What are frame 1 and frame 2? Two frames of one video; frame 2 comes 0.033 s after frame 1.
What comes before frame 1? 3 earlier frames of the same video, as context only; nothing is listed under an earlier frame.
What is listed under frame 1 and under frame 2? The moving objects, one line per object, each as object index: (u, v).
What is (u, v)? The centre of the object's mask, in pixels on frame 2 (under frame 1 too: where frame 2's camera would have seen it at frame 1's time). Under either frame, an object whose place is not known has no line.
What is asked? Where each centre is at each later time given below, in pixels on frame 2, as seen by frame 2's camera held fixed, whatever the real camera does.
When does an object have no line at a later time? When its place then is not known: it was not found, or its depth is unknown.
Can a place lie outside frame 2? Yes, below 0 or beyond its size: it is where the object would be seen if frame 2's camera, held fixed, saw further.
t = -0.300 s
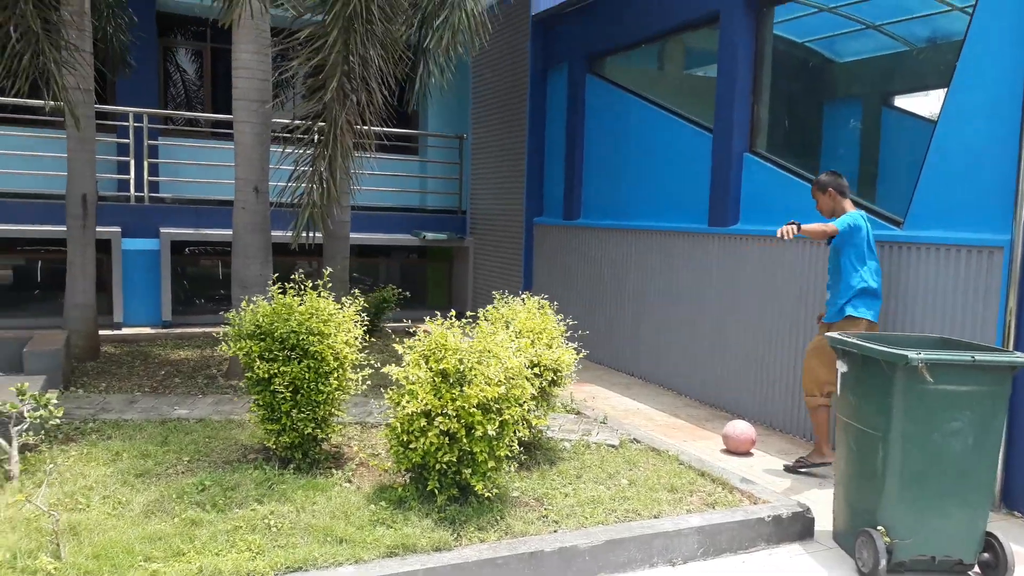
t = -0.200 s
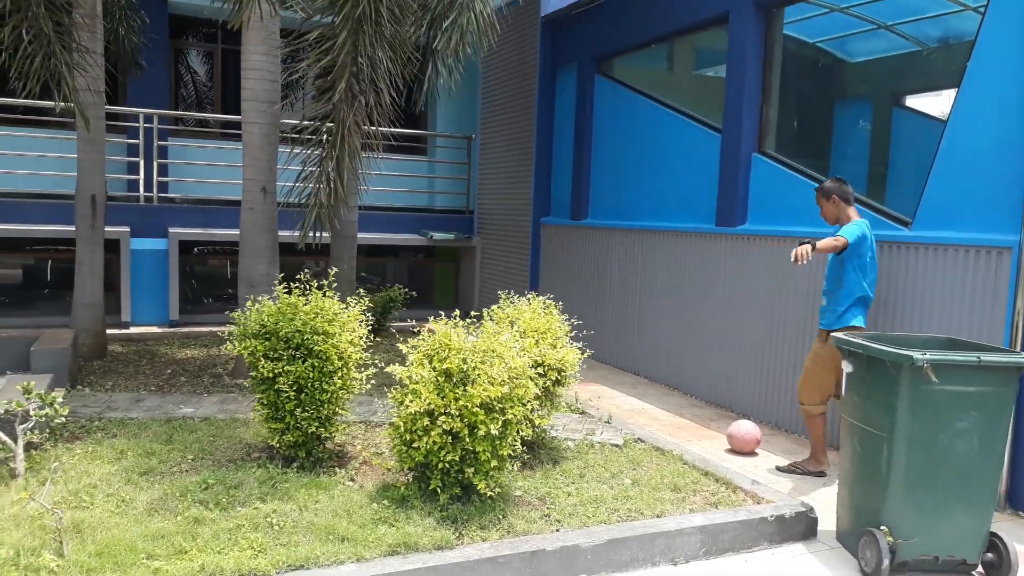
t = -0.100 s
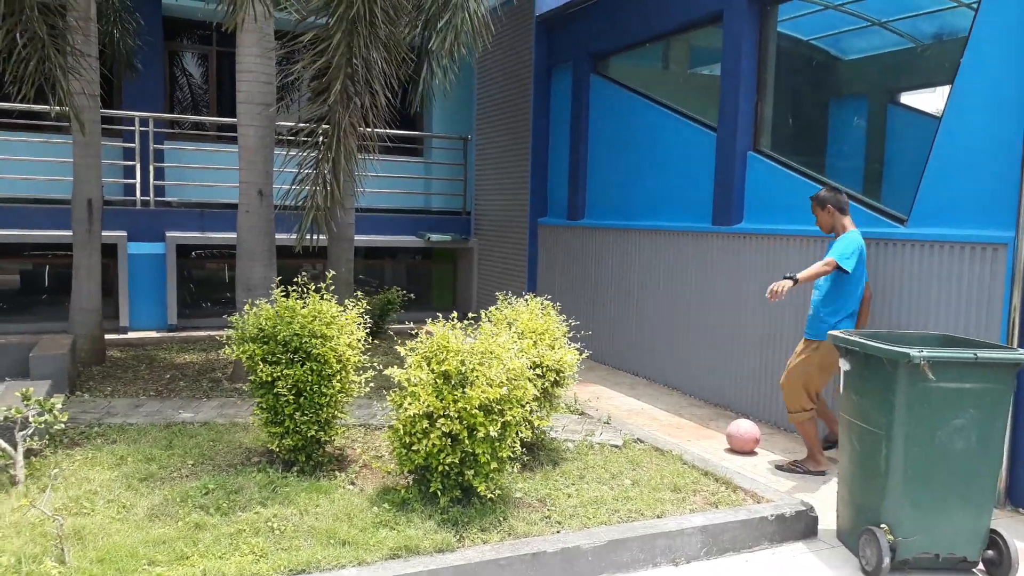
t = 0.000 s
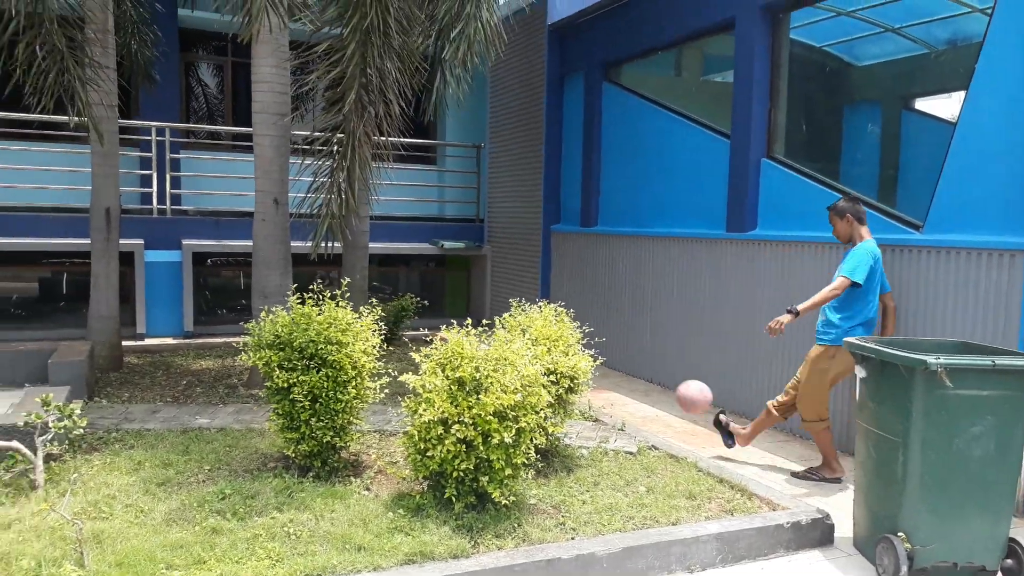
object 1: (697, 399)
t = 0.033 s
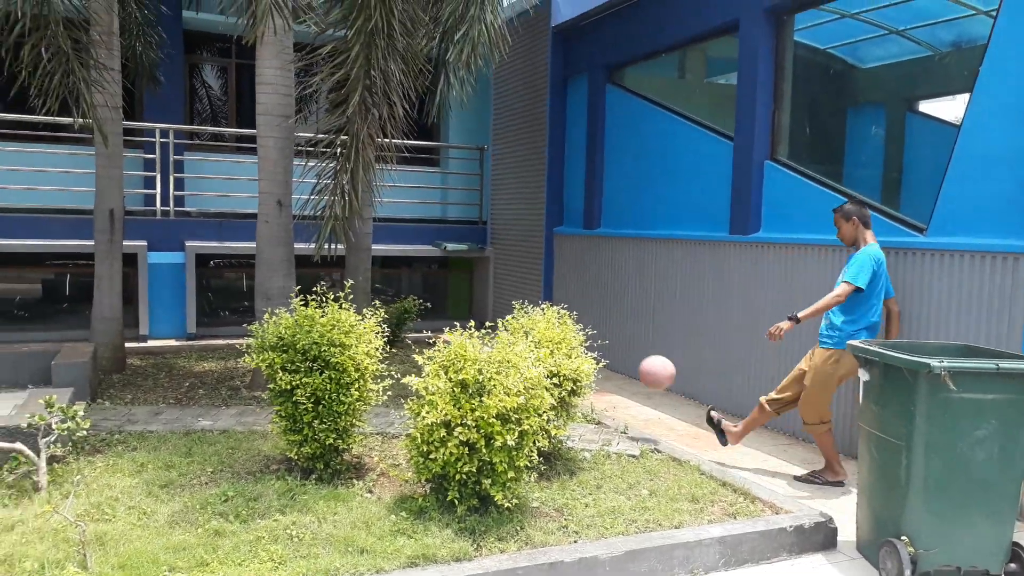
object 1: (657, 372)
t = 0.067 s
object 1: (618, 346)
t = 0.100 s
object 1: (580, 318)
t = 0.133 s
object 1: (537, 297)
